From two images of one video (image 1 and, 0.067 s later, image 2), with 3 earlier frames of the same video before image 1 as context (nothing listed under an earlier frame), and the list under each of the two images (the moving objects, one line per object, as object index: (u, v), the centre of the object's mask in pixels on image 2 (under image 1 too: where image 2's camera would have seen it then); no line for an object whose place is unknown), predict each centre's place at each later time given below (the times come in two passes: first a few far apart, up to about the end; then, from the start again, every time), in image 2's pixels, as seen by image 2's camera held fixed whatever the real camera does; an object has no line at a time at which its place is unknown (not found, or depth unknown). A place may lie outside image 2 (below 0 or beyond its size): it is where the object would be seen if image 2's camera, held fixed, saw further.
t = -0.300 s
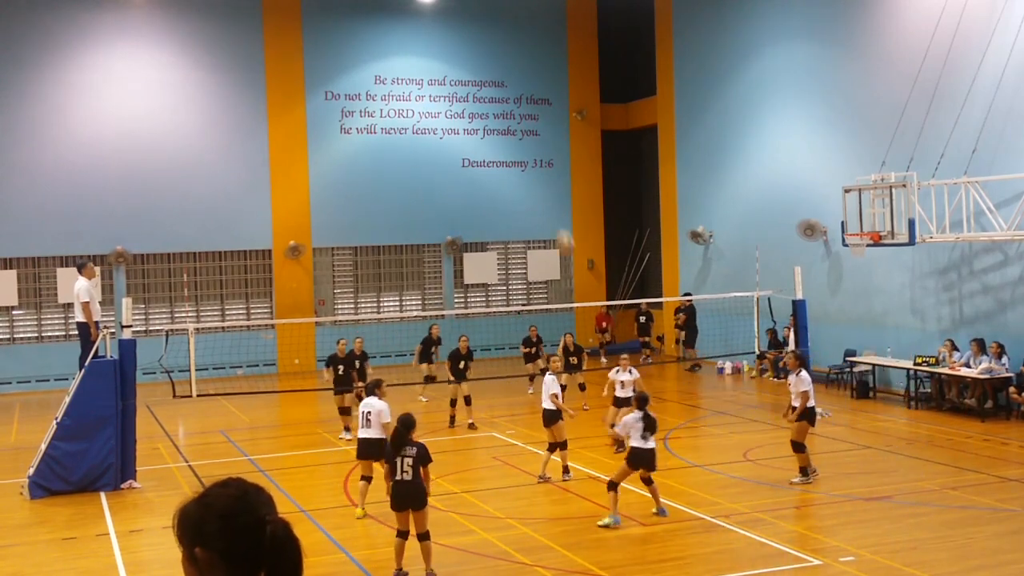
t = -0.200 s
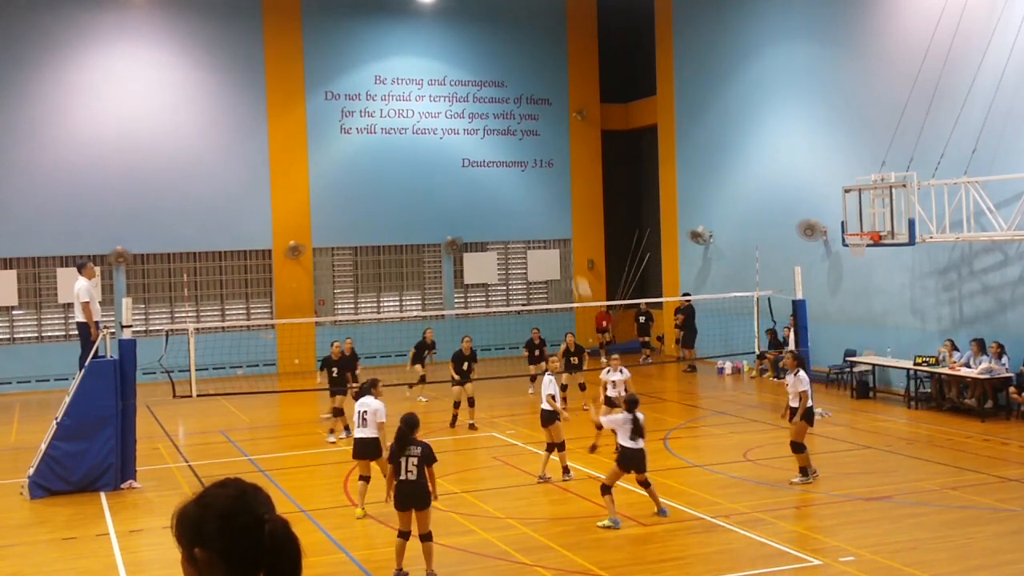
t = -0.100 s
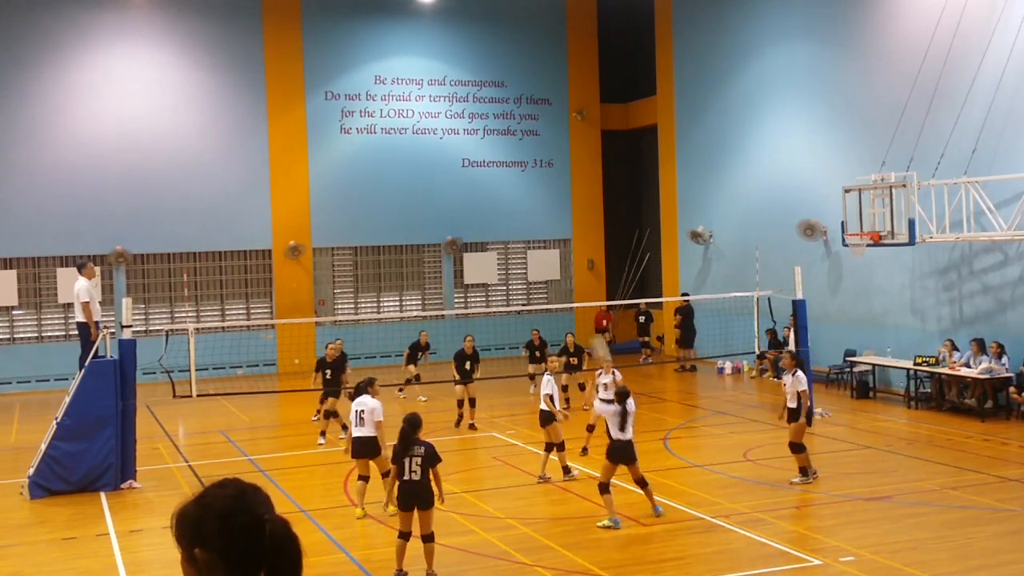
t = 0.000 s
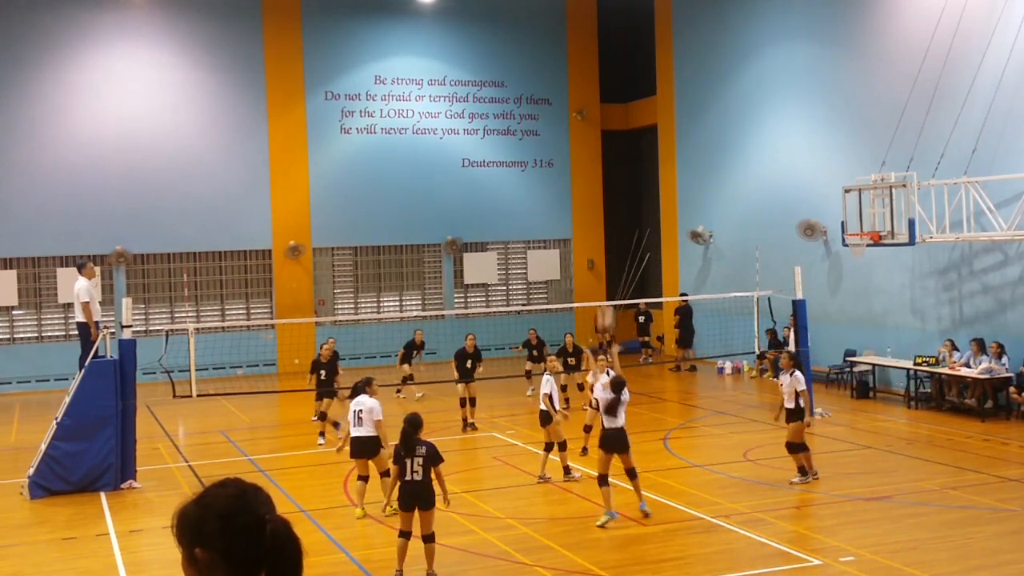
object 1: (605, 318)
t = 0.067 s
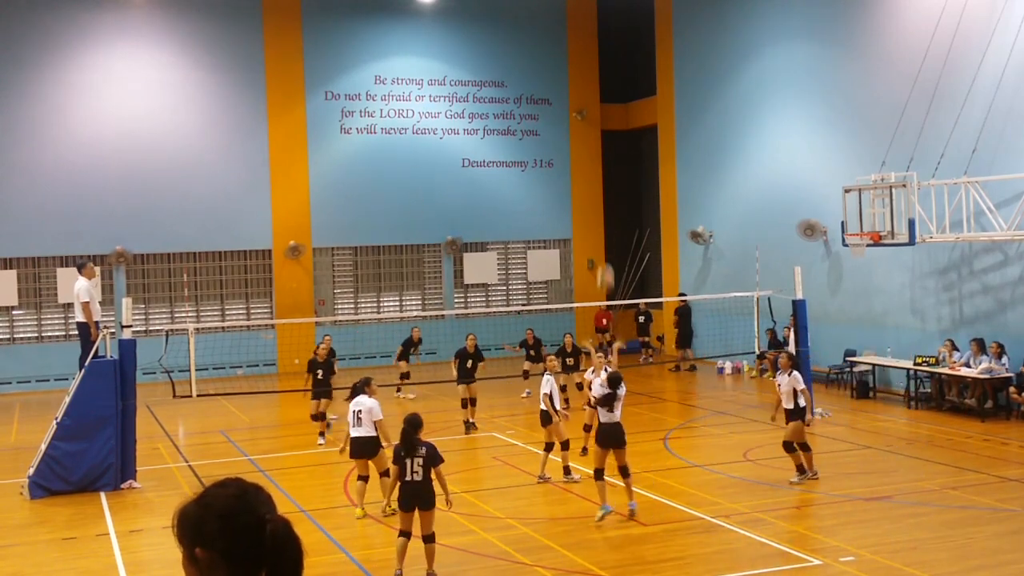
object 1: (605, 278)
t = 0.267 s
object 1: (605, 183)
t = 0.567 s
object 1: (605, 111)
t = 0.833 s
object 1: (608, 110)
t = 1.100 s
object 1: (612, 161)
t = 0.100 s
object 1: (605, 259)
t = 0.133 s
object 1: (605, 241)
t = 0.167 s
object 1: (605, 225)
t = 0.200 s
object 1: (605, 210)
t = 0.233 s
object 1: (605, 196)
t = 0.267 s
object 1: (605, 183)
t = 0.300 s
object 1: (605, 171)
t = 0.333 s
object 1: (605, 160)
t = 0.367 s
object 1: (605, 150)
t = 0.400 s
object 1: (605, 142)
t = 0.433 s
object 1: (605, 134)
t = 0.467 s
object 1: (605, 126)
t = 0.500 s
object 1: (605, 119)
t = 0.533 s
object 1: (605, 115)
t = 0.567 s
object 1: (605, 111)
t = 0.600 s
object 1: (605, 108)
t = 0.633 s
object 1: (605, 105)
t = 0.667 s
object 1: (605, 104)
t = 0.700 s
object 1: (606, 103)
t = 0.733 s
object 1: (606, 104)
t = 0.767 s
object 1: (607, 105)
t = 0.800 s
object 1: (607, 107)
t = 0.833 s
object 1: (608, 110)
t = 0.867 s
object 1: (608, 113)
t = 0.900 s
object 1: (609, 118)
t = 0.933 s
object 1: (609, 123)
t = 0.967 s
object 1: (610, 129)
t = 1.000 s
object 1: (610, 136)
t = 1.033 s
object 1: (611, 143)
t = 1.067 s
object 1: (611, 152)
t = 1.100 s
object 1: (612, 161)
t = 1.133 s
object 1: (612, 171)
